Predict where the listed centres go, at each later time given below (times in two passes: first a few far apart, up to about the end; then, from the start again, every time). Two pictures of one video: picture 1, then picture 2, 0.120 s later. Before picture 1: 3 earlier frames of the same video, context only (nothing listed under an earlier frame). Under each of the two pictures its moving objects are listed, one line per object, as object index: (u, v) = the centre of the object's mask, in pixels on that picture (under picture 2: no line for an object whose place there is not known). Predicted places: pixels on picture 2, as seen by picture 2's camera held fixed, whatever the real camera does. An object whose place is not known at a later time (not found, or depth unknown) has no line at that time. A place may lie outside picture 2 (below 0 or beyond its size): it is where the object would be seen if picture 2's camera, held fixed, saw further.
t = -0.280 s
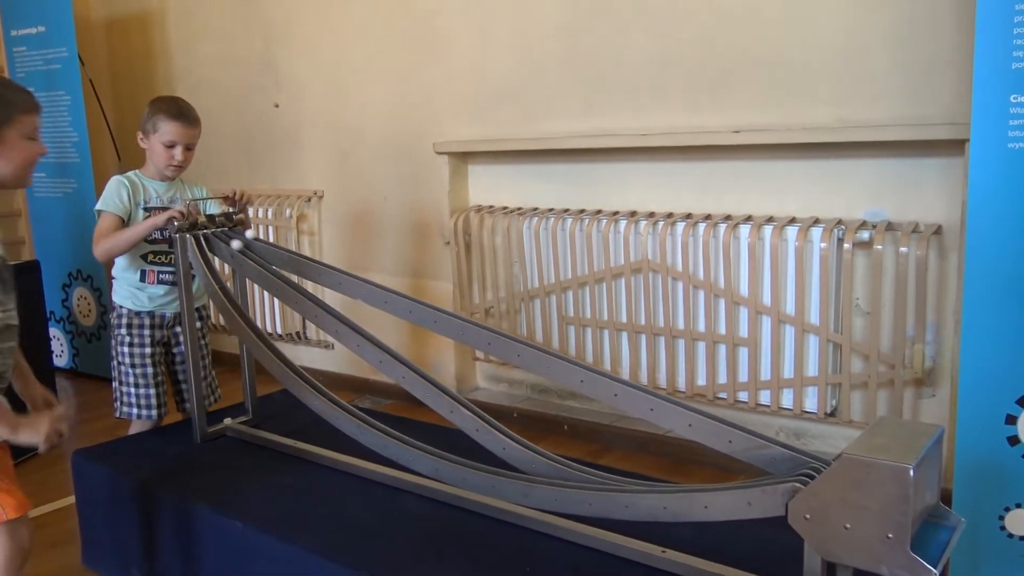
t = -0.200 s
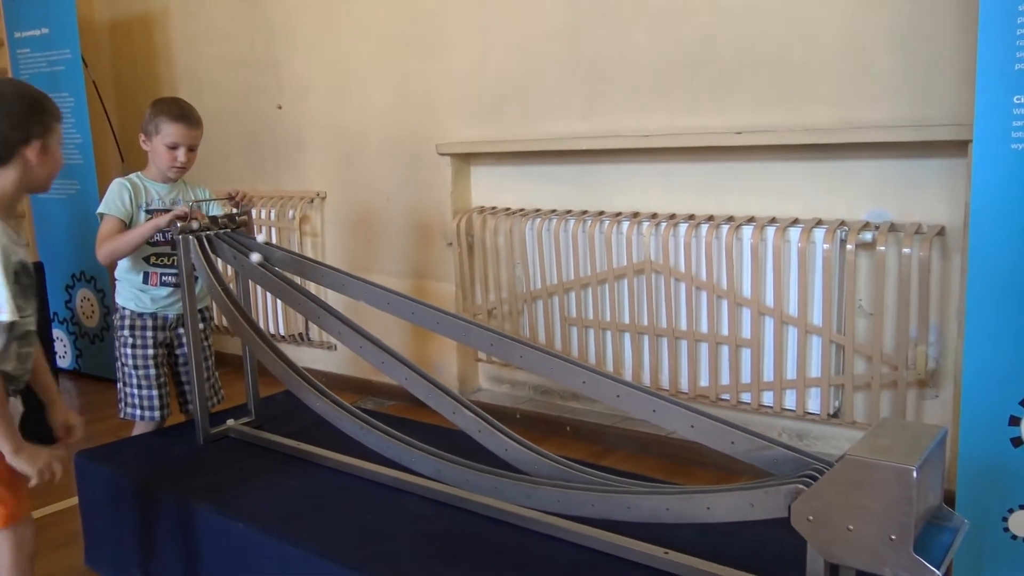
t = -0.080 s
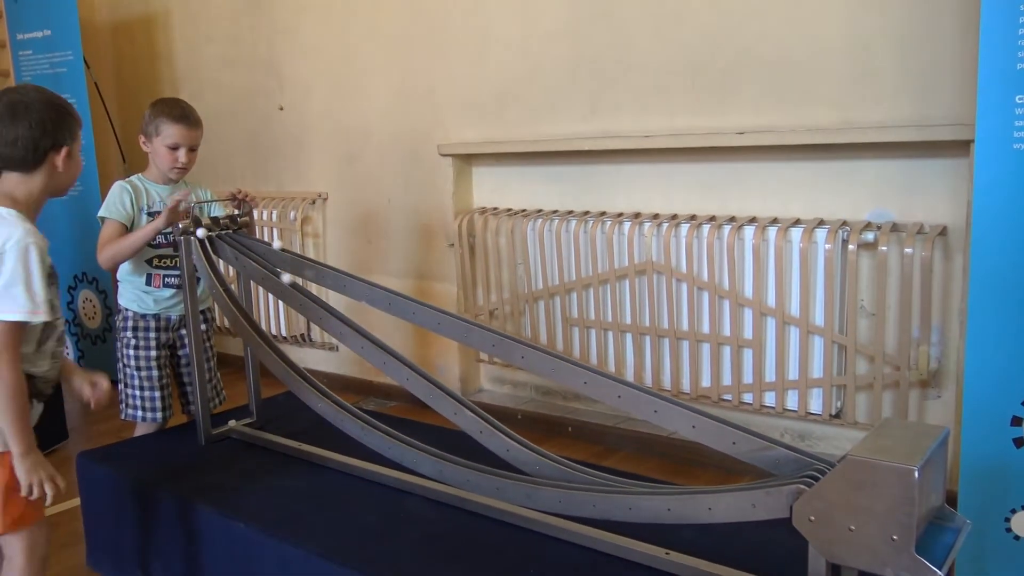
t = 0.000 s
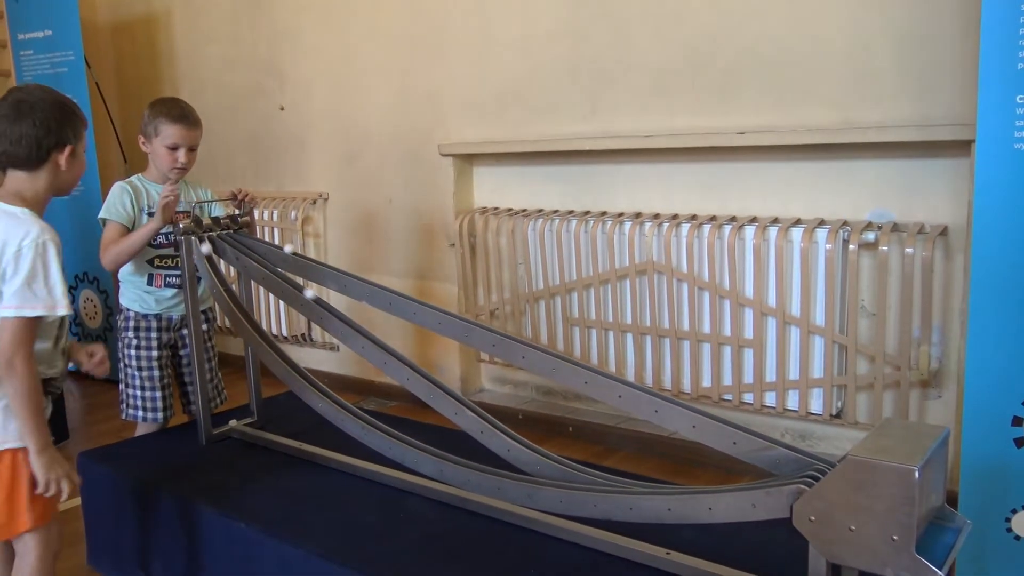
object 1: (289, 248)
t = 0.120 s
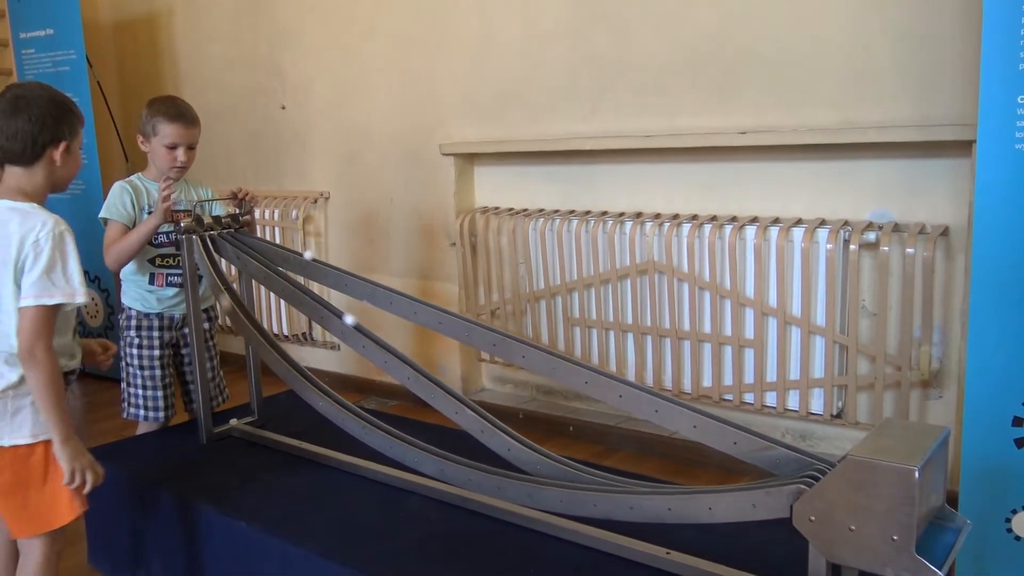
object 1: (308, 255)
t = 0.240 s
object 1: (331, 263)
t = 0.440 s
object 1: (378, 279)
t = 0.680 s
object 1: (454, 310)
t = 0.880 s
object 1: (539, 344)
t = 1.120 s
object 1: (675, 398)
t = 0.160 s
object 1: (315, 257)
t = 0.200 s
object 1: (323, 260)
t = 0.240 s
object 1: (331, 263)
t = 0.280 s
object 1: (339, 266)
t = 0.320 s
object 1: (348, 270)
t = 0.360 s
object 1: (358, 273)
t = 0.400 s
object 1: (368, 277)
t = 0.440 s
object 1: (378, 279)
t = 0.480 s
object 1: (389, 283)
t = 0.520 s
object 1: (401, 289)
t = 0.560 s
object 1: (413, 294)
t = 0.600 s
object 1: (426, 299)
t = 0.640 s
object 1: (440, 305)
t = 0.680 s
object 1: (454, 310)
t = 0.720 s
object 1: (469, 316)
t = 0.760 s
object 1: (485, 322)
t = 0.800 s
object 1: (502, 329)
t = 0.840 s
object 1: (520, 336)
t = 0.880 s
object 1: (539, 344)
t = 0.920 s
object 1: (560, 352)
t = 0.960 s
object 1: (581, 361)
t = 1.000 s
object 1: (603, 370)
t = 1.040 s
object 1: (625, 379)
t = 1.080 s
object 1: (650, 387)
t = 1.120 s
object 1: (675, 398)
